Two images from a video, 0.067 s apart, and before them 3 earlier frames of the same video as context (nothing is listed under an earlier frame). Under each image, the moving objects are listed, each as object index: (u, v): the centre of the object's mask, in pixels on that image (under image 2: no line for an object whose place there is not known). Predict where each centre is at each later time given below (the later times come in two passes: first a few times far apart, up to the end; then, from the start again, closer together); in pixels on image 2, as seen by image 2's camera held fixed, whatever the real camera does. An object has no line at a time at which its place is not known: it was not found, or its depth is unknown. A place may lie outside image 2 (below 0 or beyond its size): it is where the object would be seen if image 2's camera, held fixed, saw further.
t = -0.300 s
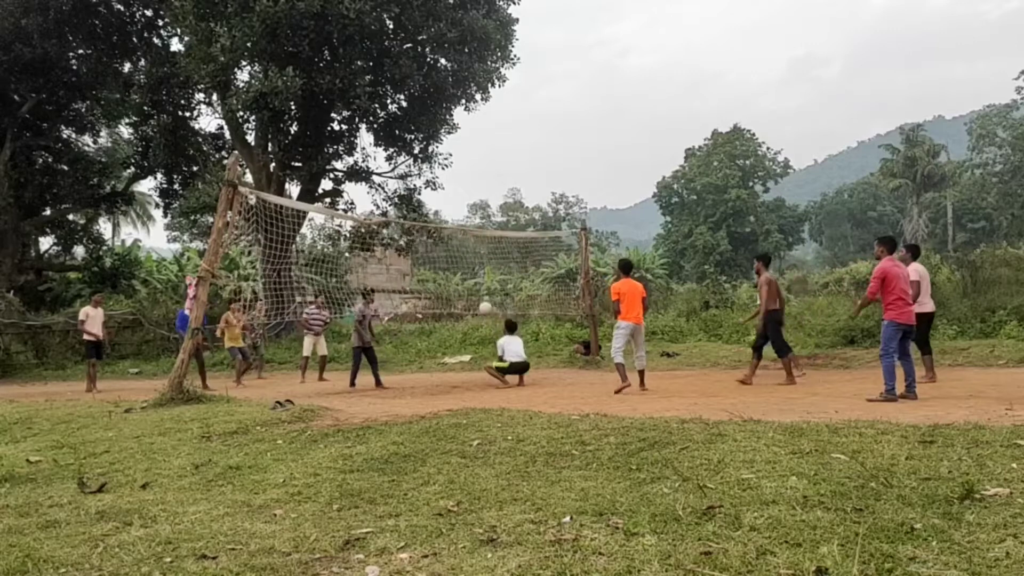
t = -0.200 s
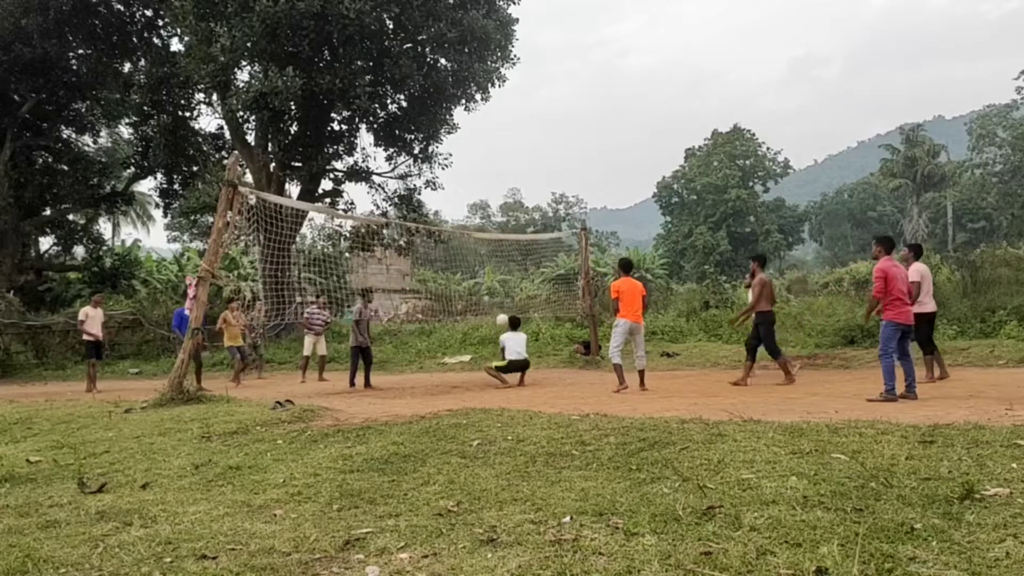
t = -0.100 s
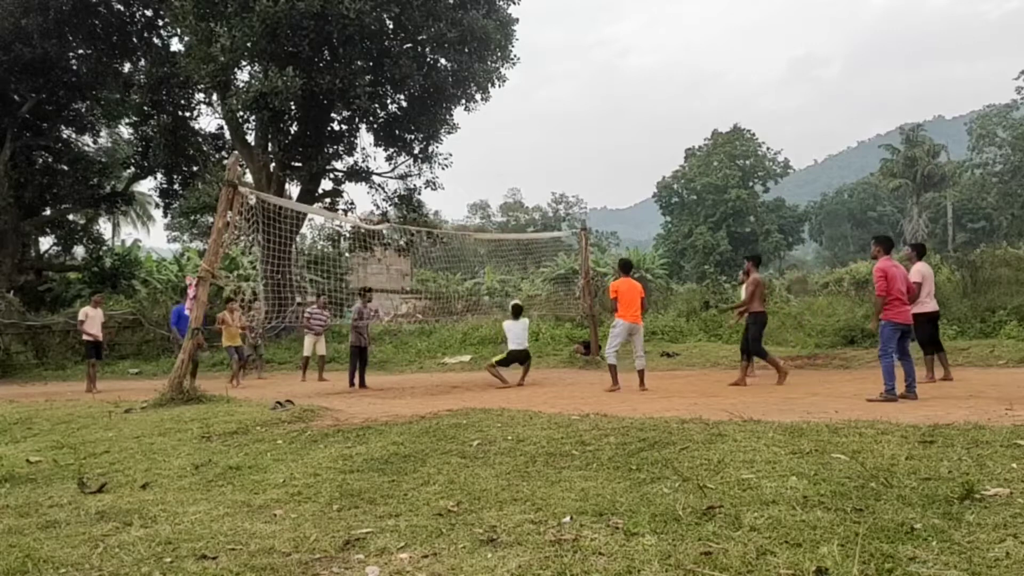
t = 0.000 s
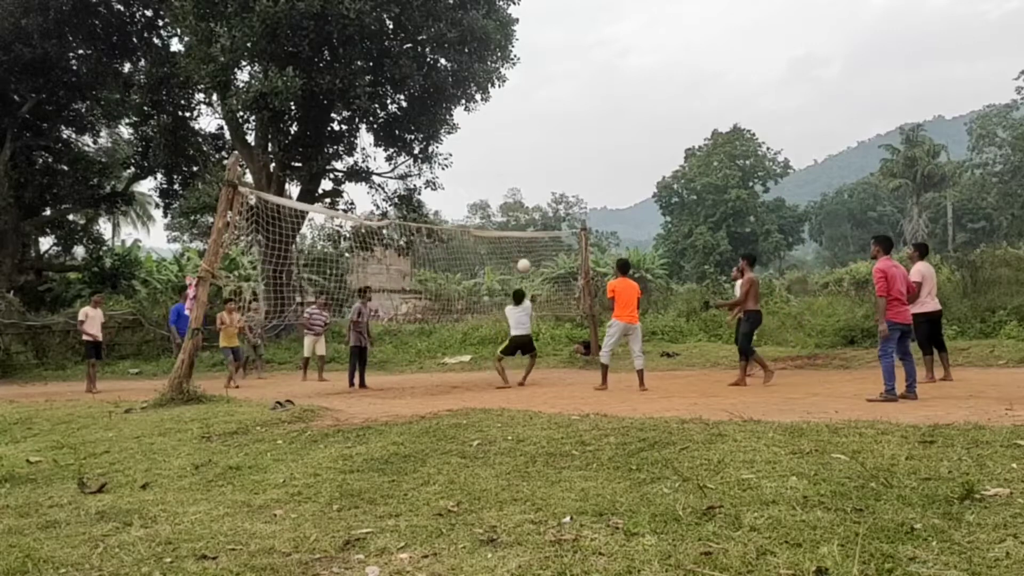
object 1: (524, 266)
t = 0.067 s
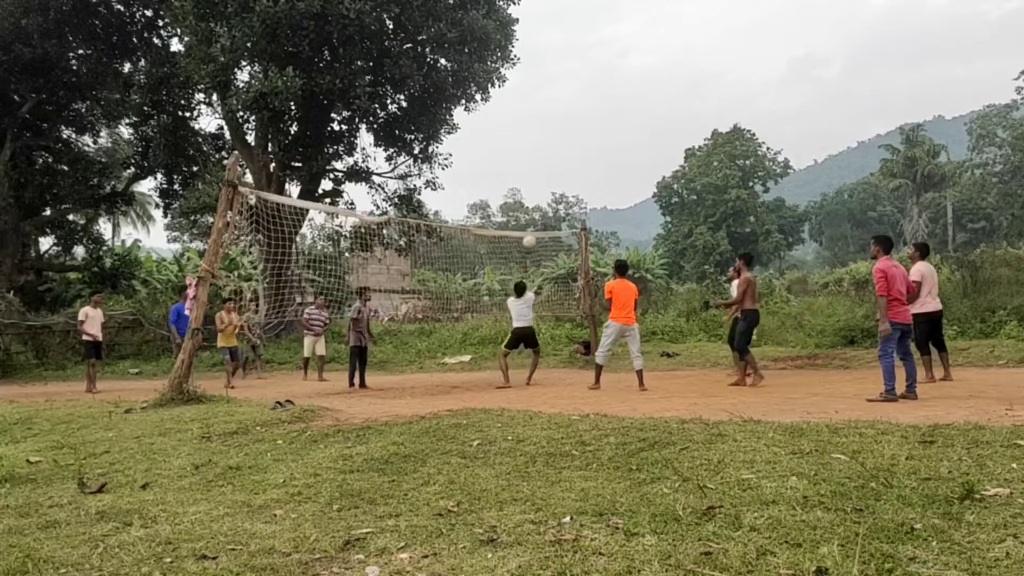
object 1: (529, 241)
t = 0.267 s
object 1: (546, 185)
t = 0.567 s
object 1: (574, 150)
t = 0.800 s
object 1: (598, 165)
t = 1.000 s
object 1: (620, 211)
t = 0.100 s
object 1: (532, 228)
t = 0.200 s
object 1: (540, 201)
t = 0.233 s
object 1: (543, 193)
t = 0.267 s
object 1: (546, 185)
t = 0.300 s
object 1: (549, 179)
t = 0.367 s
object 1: (555, 167)
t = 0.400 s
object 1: (558, 163)
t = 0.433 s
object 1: (561, 159)
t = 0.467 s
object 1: (564, 155)
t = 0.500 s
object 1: (568, 153)
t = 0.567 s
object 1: (574, 150)
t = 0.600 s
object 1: (577, 150)
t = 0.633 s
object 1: (581, 150)
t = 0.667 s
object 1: (584, 152)
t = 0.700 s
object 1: (587, 154)
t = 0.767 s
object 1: (594, 161)
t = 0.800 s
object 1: (598, 165)
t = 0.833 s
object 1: (601, 171)
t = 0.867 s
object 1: (605, 177)
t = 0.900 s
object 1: (608, 184)
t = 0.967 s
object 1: (616, 202)
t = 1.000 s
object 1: (620, 211)
